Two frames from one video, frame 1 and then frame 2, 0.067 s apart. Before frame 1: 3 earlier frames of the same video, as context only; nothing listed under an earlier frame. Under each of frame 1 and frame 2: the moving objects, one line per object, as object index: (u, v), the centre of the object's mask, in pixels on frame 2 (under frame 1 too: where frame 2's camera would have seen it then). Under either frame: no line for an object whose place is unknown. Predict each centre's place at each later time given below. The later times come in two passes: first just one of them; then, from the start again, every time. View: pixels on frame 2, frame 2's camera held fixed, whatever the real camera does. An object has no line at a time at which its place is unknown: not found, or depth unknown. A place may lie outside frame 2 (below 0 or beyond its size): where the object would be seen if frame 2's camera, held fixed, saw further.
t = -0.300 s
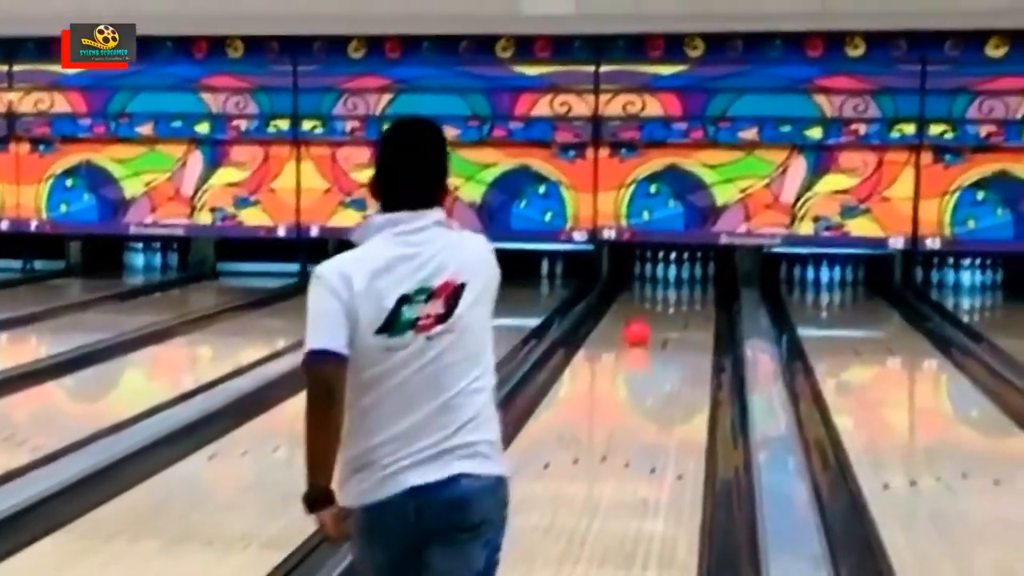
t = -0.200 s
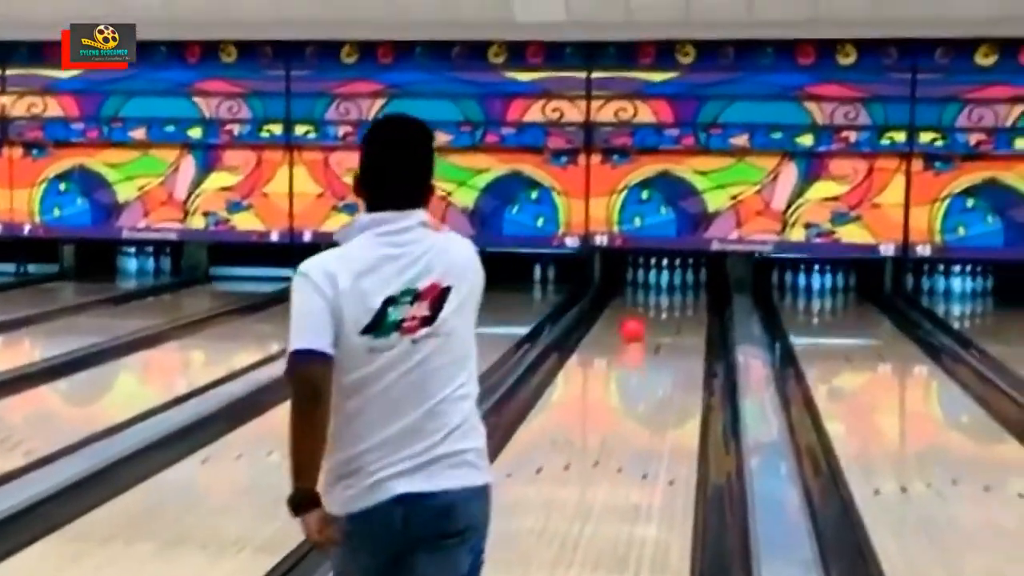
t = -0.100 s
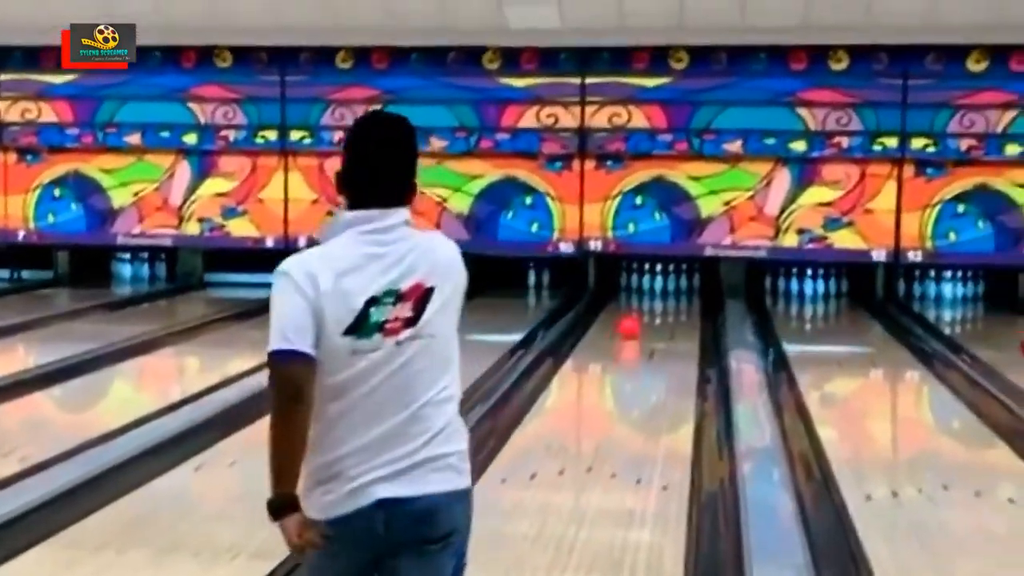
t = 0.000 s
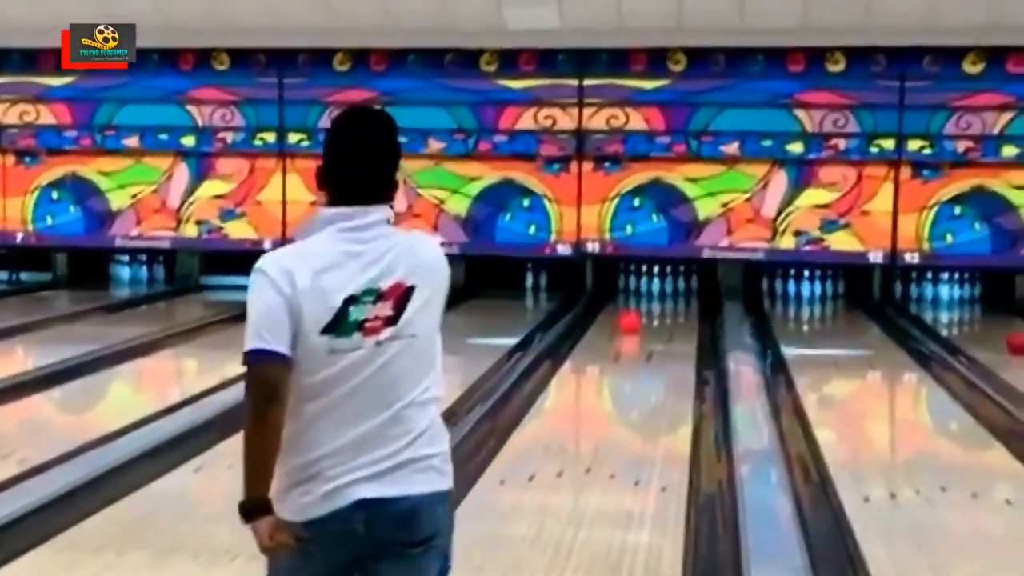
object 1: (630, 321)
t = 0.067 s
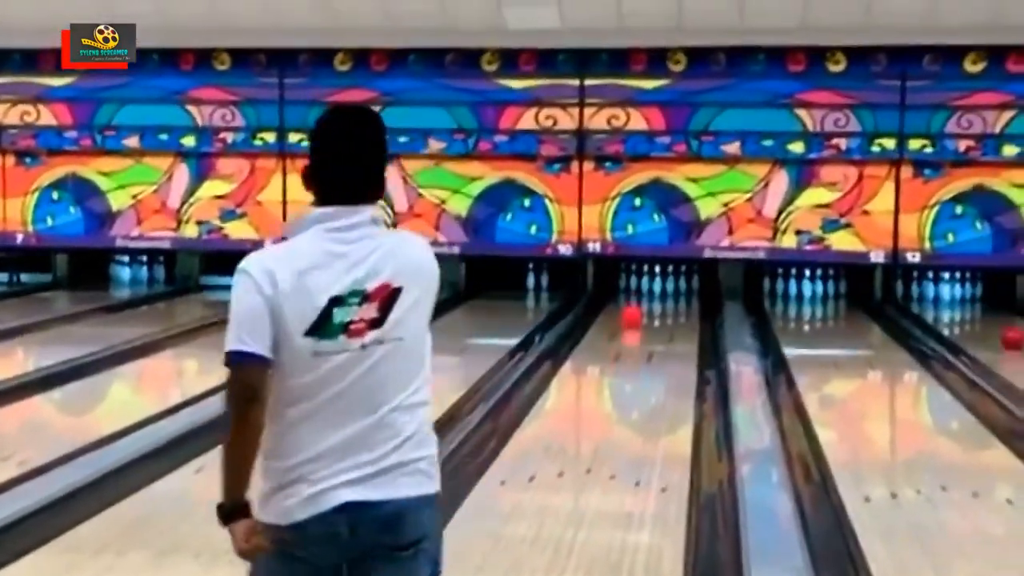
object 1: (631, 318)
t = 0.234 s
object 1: (633, 309)
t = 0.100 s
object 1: (631, 315)
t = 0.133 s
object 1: (632, 313)
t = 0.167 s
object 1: (632, 311)
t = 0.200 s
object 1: (632, 310)
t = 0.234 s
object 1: (633, 309)
